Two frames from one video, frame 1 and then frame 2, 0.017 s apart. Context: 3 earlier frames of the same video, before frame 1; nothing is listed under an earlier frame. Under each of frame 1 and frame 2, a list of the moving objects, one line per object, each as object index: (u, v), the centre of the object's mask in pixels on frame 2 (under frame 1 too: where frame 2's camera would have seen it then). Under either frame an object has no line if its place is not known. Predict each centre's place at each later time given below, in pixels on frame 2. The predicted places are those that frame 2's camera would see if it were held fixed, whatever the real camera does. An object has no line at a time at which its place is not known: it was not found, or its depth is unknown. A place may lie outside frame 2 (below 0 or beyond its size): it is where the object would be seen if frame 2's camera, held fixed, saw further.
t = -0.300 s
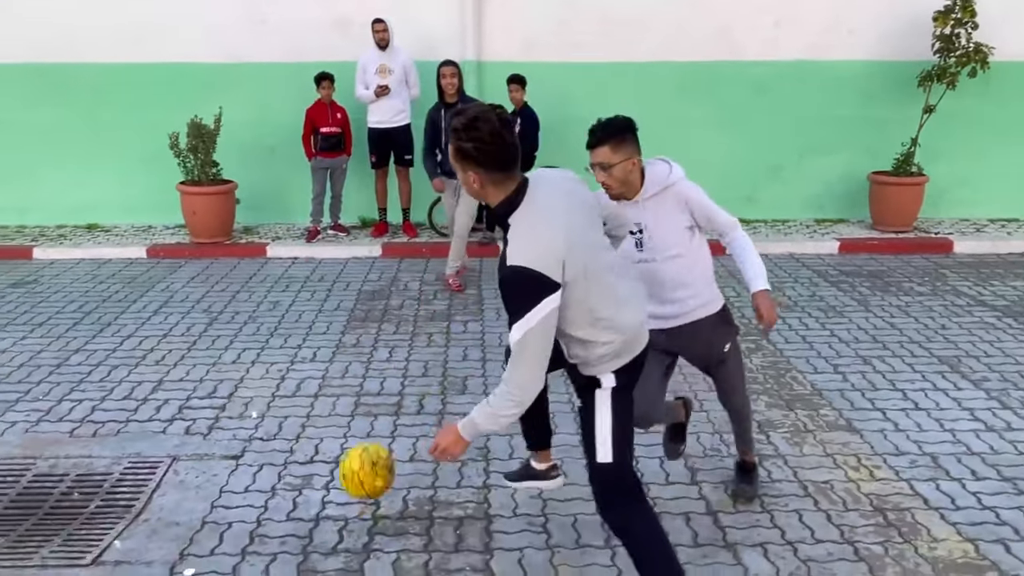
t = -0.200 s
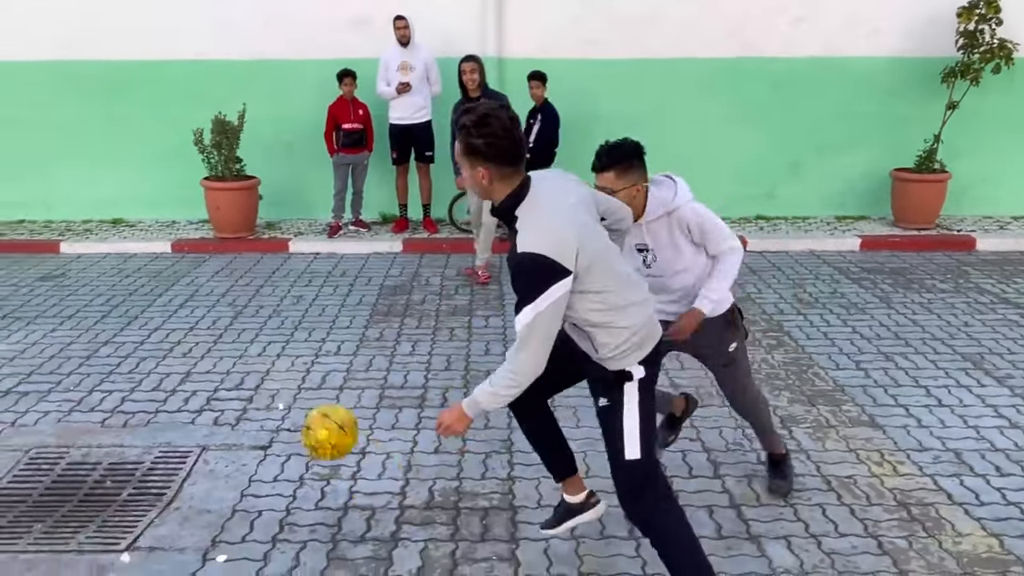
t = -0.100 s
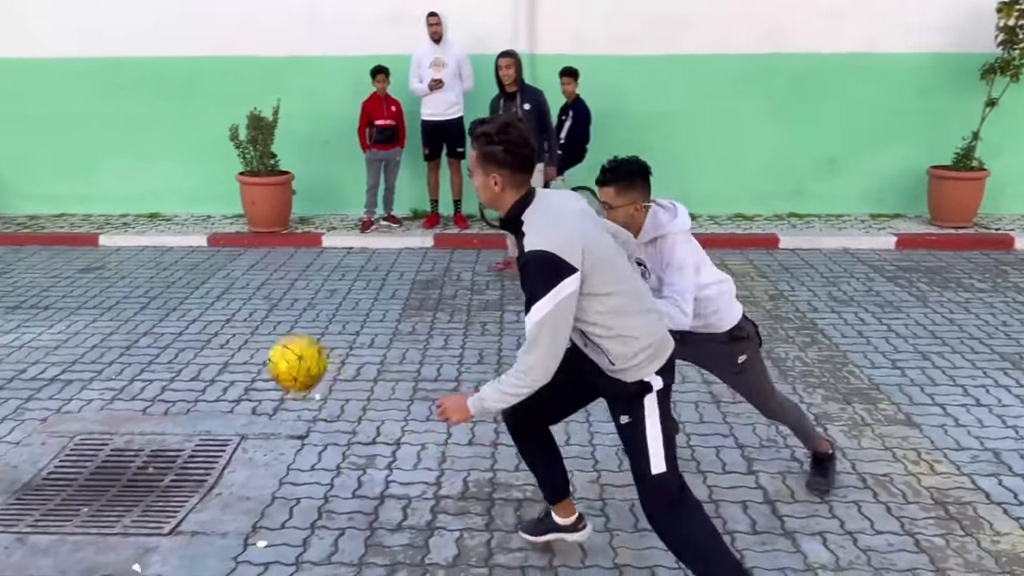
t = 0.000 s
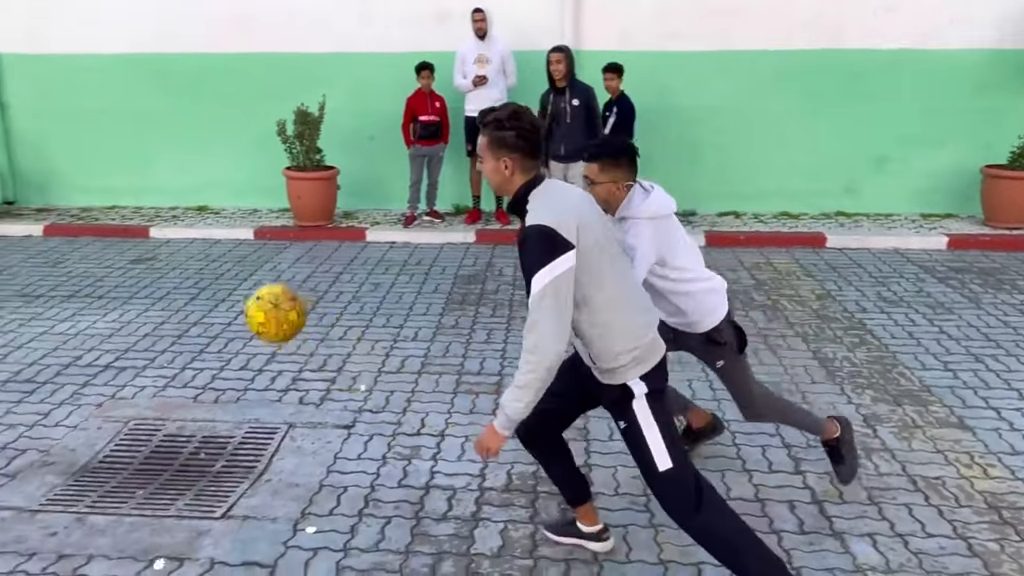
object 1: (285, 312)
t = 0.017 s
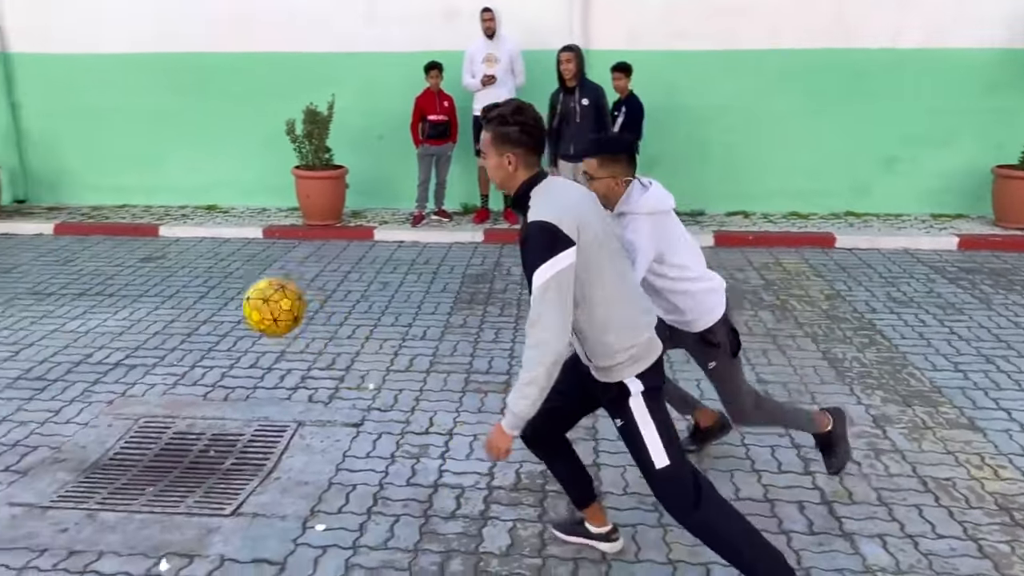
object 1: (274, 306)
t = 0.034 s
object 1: (263, 302)
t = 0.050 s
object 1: (251, 299)
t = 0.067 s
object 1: (240, 296)
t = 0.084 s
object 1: (228, 294)
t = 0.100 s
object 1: (217, 293)
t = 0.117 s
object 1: (205, 293)
